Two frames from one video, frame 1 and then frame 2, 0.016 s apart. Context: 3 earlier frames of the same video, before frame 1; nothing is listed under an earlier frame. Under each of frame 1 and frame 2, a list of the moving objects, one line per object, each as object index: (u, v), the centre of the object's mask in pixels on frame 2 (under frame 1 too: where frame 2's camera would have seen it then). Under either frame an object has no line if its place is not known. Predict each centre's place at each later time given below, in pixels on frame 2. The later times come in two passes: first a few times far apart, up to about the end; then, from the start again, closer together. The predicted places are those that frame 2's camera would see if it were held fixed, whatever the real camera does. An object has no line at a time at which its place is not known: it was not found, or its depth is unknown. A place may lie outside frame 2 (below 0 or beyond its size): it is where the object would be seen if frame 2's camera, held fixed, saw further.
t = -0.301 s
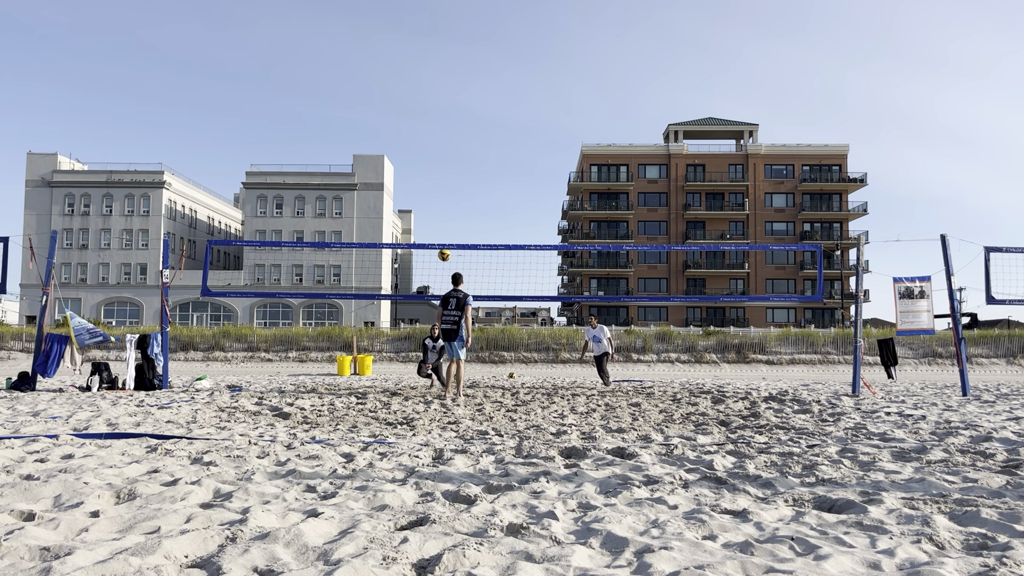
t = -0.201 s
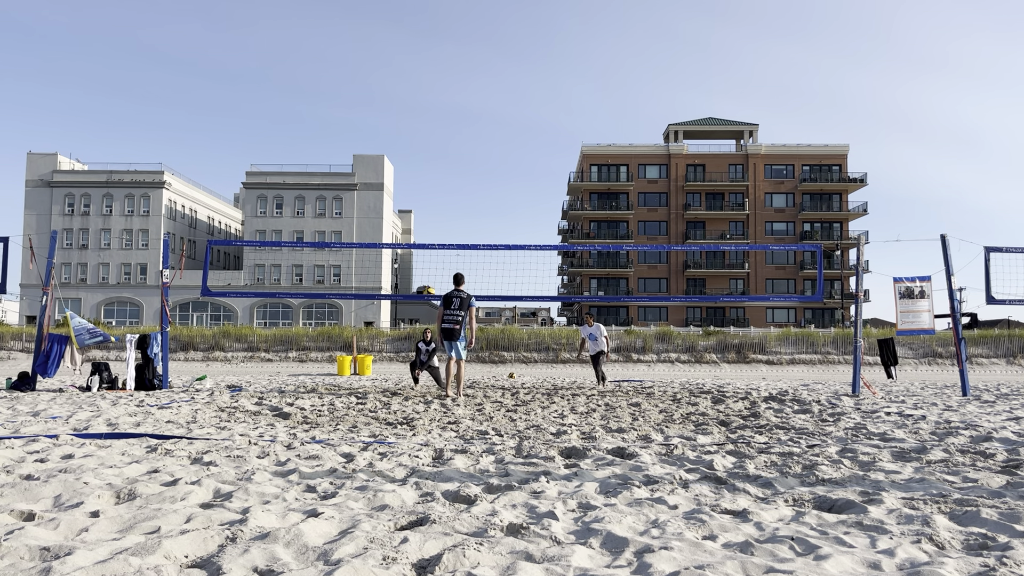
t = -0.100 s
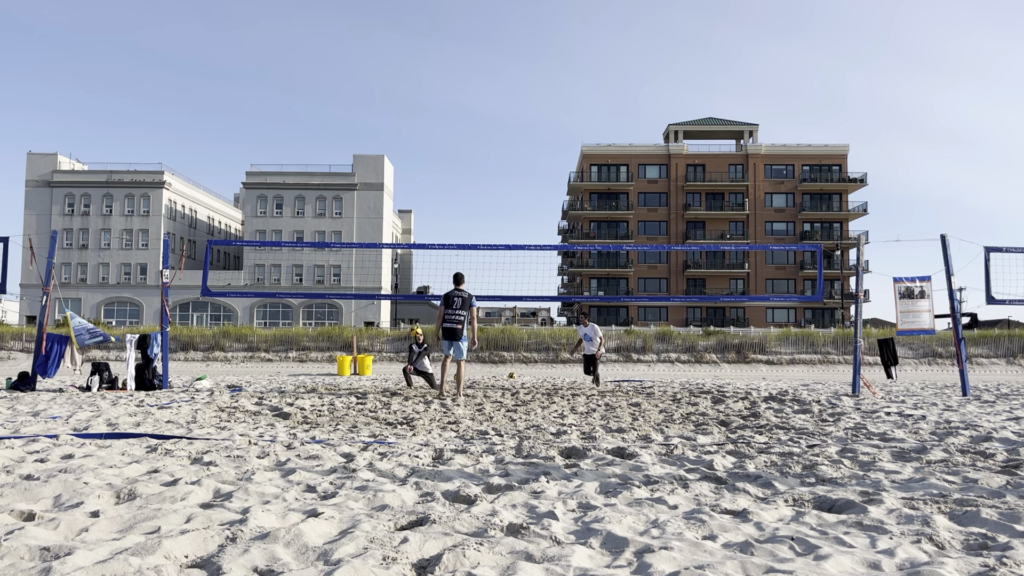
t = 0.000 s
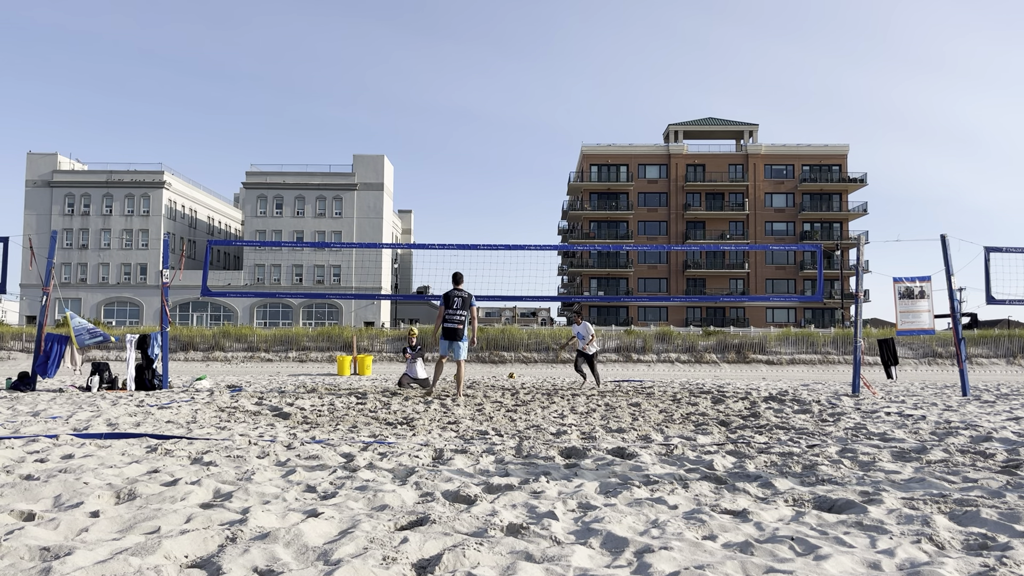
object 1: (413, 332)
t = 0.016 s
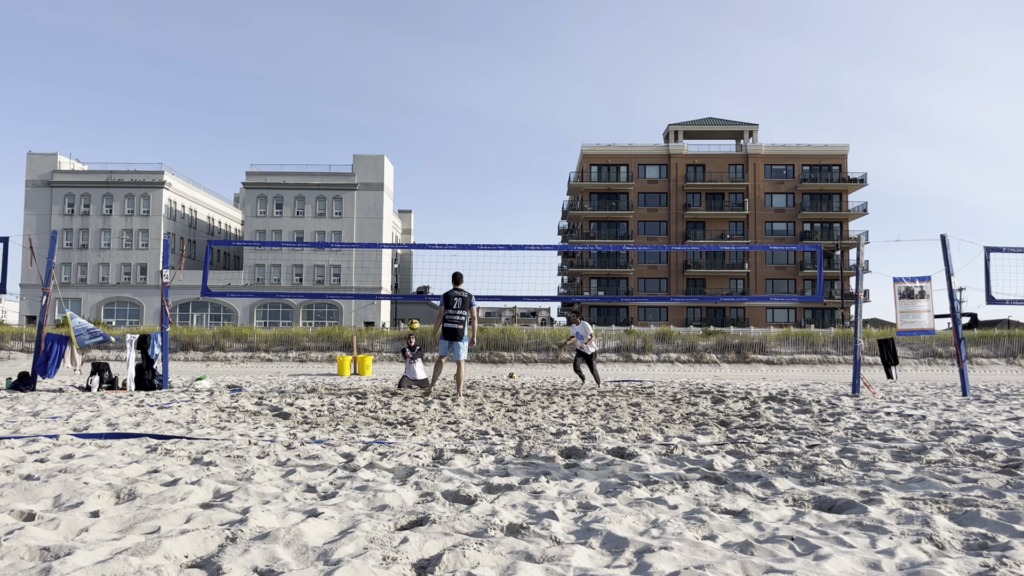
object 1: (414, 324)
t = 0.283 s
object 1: (435, 230)
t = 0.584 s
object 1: (459, 168)
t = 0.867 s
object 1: (484, 154)
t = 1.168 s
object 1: (511, 189)
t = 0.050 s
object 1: (416, 311)
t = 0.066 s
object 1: (418, 305)
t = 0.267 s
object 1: (433, 235)
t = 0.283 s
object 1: (435, 230)
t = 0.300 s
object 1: (436, 225)
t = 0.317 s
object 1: (437, 220)
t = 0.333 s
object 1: (438, 216)
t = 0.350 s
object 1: (440, 212)
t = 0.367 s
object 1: (441, 208)
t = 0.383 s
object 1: (442, 204)
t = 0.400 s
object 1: (444, 200)
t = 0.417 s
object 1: (445, 196)
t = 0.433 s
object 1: (447, 193)
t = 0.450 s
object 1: (448, 189)
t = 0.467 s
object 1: (450, 186)
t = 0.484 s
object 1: (451, 183)
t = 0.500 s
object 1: (452, 180)
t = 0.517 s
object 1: (454, 178)
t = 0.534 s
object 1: (455, 175)
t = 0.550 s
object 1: (456, 172)
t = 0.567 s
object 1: (457, 170)
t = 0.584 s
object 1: (459, 168)
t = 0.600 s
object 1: (461, 166)
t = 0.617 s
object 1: (462, 164)
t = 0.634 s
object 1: (463, 162)
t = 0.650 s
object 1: (465, 161)
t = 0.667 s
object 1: (466, 159)
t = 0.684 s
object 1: (467, 158)
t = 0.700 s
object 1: (469, 157)
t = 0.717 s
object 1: (470, 156)
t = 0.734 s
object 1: (472, 155)
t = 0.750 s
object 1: (473, 155)
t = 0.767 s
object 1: (475, 154)
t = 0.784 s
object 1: (476, 154)
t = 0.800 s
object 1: (478, 154)
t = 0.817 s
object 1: (479, 154)
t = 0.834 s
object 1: (480, 154)
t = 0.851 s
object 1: (482, 154)
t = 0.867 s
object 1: (484, 154)
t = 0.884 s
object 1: (485, 155)
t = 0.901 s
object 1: (486, 156)
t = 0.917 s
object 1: (488, 157)
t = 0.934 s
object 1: (489, 158)
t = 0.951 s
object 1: (491, 159)
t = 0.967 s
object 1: (493, 161)
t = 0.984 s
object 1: (494, 162)
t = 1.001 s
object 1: (495, 164)
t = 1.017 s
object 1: (497, 165)
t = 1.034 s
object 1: (499, 167)
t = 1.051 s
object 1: (500, 170)
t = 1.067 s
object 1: (502, 172)
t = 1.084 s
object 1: (503, 175)
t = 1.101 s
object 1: (505, 177)
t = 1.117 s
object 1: (506, 180)
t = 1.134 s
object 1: (508, 183)
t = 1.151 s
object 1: (509, 186)
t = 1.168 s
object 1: (511, 189)
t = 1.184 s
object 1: (513, 193)
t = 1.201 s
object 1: (514, 197)
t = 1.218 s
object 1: (516, 200)
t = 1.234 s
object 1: (517, 204)
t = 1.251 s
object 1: (519, 208)
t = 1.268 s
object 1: (520, 212)
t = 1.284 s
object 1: (522, 217)
